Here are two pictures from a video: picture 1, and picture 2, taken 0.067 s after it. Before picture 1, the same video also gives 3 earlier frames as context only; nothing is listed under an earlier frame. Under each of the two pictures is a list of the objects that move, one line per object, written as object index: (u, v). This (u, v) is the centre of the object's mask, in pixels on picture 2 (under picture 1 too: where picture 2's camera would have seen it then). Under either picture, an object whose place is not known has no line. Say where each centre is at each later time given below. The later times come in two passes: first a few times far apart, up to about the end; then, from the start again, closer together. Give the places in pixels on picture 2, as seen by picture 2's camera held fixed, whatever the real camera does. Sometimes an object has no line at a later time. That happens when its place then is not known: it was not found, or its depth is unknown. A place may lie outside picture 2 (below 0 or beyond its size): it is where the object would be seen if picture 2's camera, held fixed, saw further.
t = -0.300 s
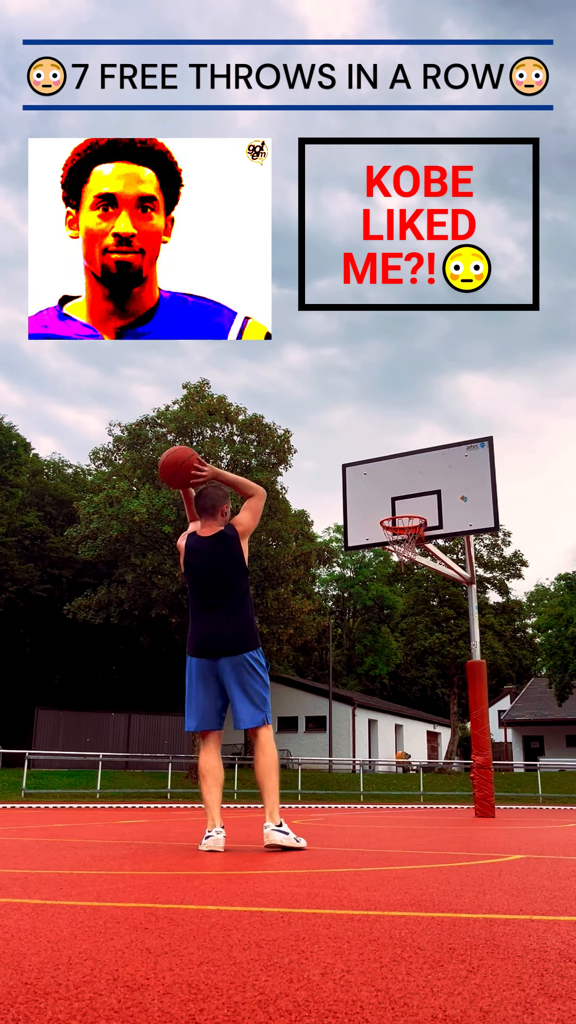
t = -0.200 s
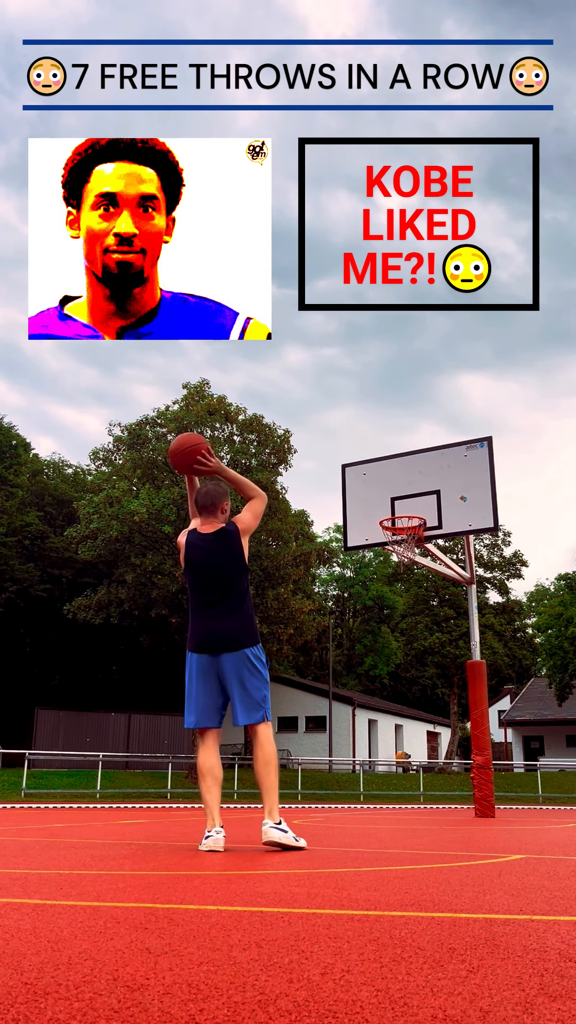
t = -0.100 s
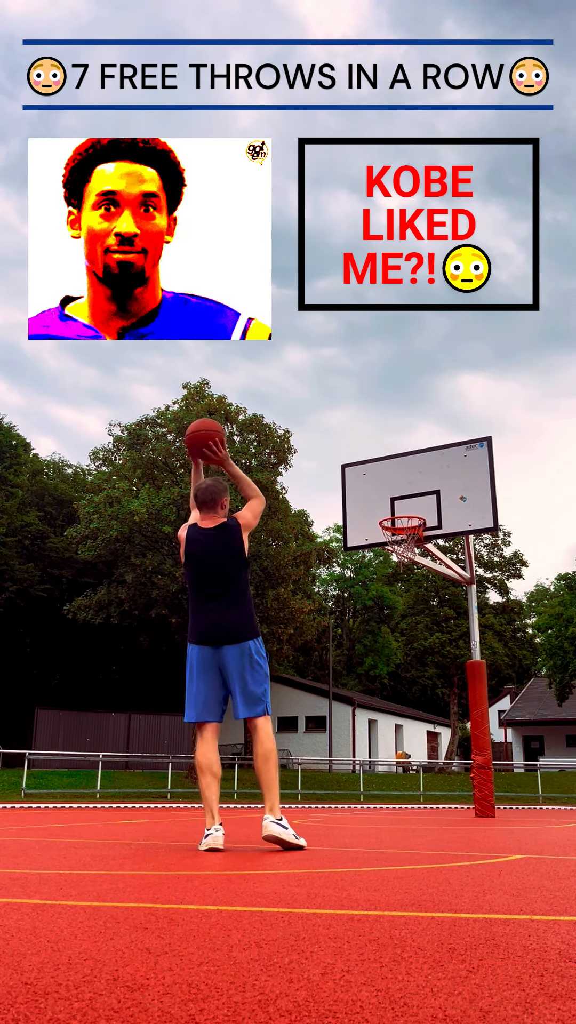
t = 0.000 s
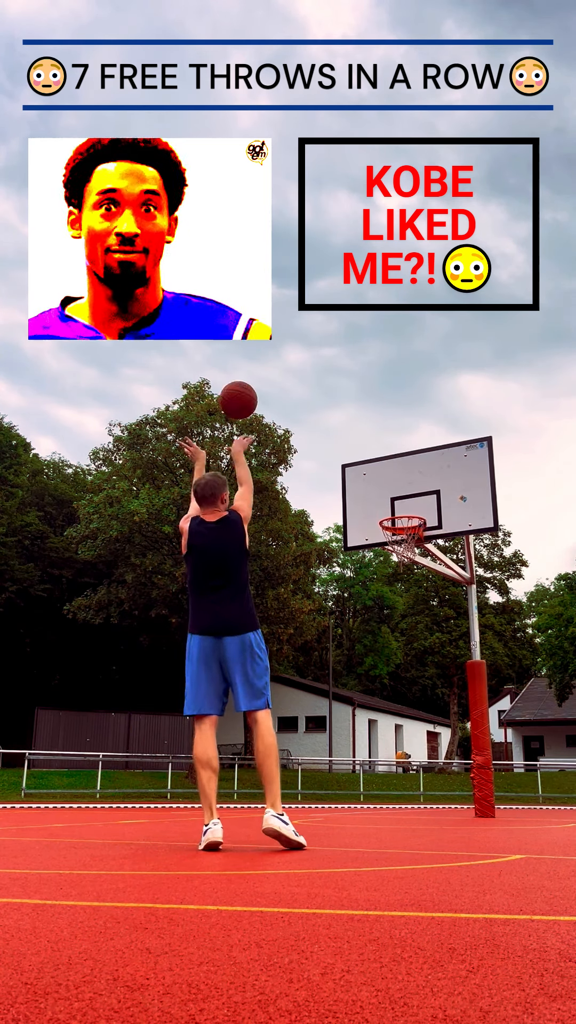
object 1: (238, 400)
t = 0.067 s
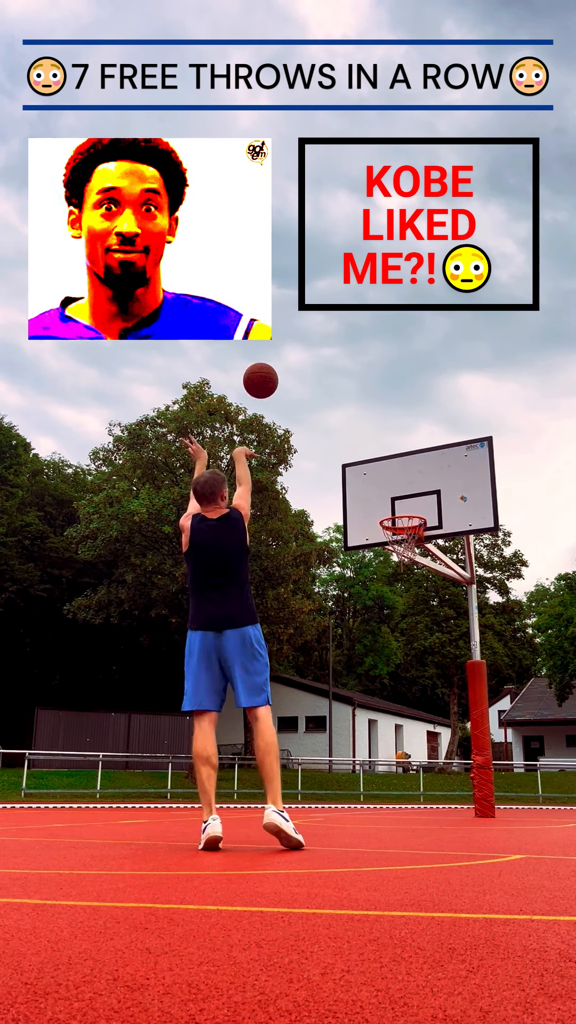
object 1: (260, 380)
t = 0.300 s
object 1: (319, 368)
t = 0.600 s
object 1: (368, 429)
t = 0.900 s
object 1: (399, 542)
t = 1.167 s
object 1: (392, 597)
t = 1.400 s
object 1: (385, 690)
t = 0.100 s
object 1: (270, 374)
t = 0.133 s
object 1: (280, 369)
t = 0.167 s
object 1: (289, 366)
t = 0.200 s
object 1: (297, 364)
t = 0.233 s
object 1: (304, 365)
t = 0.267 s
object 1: (312, 366)
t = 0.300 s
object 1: (319, 368)
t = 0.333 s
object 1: (325, 371)
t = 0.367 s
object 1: (331, 375)
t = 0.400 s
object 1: (337, 381)
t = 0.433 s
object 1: (343, 387)
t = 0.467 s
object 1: (348, 394)
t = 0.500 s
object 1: (353, 401)
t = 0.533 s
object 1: (358, 410)
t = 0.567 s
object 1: (363, 419)
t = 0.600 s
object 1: (368, 429)
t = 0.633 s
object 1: (372, 440)
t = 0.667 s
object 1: (376, 451)
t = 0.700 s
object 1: (381, 463)
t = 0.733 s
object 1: (385, 476)
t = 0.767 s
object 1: (389, 489)
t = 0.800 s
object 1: (392, 503)
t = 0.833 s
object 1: (396, 519)
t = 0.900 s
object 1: (399, 542)
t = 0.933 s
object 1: (402, 547)
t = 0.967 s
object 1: (400, 553)
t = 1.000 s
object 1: (398, 558)
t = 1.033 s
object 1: (397, 564)
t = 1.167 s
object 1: (392, 597)
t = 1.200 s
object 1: (391, 608)
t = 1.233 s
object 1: (390, 619)
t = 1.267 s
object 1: (389, 631)
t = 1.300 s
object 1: (388, 645)
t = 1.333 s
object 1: (387, 659)
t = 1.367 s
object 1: (386, 674)
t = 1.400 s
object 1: (385, 690)
